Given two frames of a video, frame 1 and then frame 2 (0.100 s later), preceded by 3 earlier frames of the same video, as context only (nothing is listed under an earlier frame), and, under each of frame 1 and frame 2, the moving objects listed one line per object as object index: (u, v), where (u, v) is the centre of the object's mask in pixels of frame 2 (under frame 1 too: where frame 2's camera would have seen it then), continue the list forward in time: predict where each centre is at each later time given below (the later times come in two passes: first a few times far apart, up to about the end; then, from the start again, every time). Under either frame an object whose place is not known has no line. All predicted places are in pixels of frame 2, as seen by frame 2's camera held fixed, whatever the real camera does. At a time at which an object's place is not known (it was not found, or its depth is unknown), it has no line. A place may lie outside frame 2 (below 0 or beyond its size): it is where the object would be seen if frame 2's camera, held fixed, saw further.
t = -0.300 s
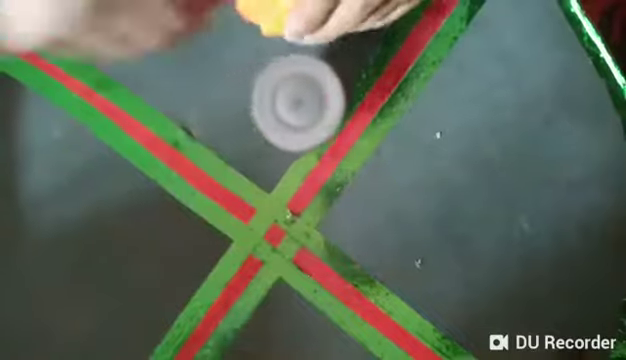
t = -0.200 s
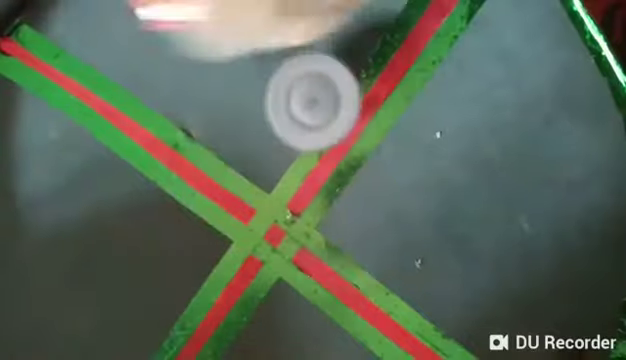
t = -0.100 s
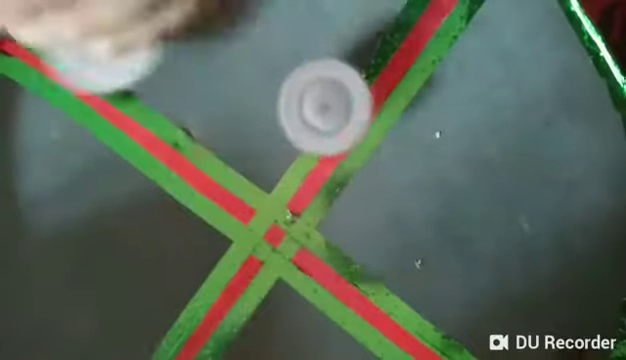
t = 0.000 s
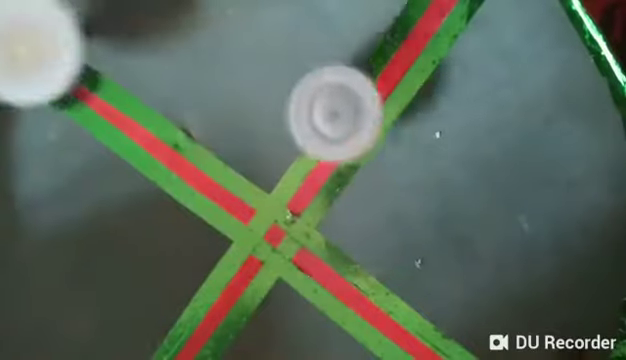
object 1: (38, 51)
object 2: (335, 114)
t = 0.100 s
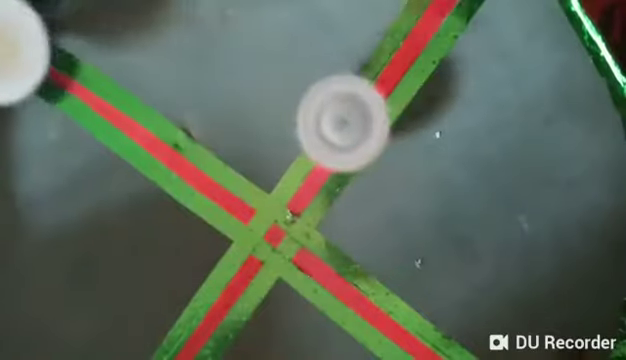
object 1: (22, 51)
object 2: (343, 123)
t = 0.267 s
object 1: (47, 60)
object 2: (353, 142)
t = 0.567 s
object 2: (342, 186)
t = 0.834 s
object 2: (310, 220)
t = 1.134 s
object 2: (266, 244)
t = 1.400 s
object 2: (231, 242)
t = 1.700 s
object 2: (188, 203)
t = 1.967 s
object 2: (184, 164)
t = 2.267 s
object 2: (207, 109)
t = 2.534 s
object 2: (243, 95)
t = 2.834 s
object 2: (259, 120)
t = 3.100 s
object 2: (283, 161)
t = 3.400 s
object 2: (301, 202)
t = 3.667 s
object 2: (300, 234)
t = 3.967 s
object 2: (291, 251)
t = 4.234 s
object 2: (273, 246)
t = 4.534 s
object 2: (302, 257)
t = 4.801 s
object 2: (319, 234)
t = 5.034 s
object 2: (314, 213)
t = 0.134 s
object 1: (25, 53)
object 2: (345, 126)
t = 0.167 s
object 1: (30, 54)
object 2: (348, 130)
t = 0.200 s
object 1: (35, 56)
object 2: (351, 134)
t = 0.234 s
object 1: (41, 58)
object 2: (352, 138)
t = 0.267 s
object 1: (47, 60)
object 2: (353, 142)
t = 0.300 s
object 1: (54, 64)
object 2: (354, 147)
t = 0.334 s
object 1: (61, 69)
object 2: (354, 152)
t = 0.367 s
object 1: (72, 77)
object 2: (353, 156)
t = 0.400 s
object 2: (352, 161)
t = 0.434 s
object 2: (351, 167)
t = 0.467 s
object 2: (349, 171)
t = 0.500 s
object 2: (347, 176)
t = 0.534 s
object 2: (345, 181)
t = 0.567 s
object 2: (342, 186)
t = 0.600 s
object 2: (339, 191)
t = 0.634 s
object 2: (336, 195)
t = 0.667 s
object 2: (332, 200)
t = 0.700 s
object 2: (328, 204)
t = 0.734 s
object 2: (324, 209)
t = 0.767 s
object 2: (319, 212)
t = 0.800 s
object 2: (315, 216)
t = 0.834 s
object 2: (310, 220)
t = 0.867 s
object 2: (305, 223)
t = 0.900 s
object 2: (301, 226)
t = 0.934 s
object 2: (296, 230)
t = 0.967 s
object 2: (290, 233)
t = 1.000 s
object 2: (285, 235)
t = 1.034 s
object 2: (280, 237)
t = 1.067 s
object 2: (276, 240)
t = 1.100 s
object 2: (271, 242)
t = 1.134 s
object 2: (266, 244)
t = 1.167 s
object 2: (263, 245)
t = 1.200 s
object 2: (258, 245)
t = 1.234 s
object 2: (253, 246)
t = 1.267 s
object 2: (248, 247)
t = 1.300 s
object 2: (244, 246)
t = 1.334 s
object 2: (240, 245)
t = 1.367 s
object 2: (235, 243)
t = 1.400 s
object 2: (231, 242)
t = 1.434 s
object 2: (226, 240)
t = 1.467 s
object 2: (219, 234)
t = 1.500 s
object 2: (212, 229)
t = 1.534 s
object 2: (208, 225)
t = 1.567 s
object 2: (203, 220)
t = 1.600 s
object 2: (198, 216)
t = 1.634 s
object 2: (194, 212)
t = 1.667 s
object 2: (191, 207)
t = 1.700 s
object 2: (188, 203)
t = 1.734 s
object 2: (186, 198)
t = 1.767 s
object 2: (184, 193)
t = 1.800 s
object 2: (182, 189)
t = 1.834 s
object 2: (181, 185)
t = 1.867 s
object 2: (180, 180)
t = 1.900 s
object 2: (181, 175)
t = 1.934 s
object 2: (183, 170)
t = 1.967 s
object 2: (184, 164)
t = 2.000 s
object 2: (187, 159)
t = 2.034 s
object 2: (190, 153)
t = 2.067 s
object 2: (194, 145)
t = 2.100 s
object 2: (197, 138)
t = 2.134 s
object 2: (200, 130)
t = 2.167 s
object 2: (201, 123)
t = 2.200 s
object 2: (203, 118)
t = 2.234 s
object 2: (205, 113)
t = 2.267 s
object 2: (207, 109)
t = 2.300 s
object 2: (210, 106)
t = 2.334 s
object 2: (214, 103)
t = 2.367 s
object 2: (217, 101)
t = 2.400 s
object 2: (222, 99)
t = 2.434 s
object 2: (227, 98)
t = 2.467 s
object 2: (232, 97)
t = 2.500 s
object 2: (237, 96)
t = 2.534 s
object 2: (243, 95)
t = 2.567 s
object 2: (249, 95)
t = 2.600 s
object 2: (255, 96)
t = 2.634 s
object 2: (254, 98)
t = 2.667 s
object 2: (251, 101)
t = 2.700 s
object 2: (251, 105)
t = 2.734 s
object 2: (252, 109)
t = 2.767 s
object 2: (254, 113)
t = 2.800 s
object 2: (256, 117)
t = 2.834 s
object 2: (259, 120)
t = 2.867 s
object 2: (263, 125)
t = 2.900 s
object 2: (266, 129)
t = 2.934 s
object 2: (268, 134)
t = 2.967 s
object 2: (272, 139)
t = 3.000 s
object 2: (275, 145)
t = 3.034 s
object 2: (277, 150)
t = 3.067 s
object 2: (280, 155)
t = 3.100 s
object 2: (283, 161)
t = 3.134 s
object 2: (286, 165)
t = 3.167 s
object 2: (288, 170)
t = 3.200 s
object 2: (290, 175)
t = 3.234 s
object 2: (293, 180)
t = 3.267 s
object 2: (295, 184)
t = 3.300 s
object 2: (297, 188)
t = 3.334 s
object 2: (298, 192)
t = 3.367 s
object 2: (300, 197)
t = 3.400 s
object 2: (301, 202)
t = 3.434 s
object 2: (301, 206)
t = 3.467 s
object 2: (302, 211)
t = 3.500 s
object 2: (302, 215)
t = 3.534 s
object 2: (302, 220)
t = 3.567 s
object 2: (302, 223)
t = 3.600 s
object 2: (301, 227)
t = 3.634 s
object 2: (300, 230)
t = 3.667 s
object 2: (300, 234)
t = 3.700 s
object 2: (298, 237)
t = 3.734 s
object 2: (298, 241)
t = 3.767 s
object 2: (296, 244)
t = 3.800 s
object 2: (296, 247)
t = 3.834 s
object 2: (296, 248)
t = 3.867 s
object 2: (296, 249)
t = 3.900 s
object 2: (296, 250)
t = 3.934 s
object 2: (293, 251)
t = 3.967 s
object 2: (291, 251)
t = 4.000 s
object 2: (288, 251)
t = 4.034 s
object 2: (286, 251)
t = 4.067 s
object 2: (284, 250)
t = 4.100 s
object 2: (282, 249)
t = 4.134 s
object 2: (280, 248)
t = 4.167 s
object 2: (278, 247)
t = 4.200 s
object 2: (276, 246)
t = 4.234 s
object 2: (273, 246)
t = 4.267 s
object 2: (271, 244)
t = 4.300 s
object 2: (270, 241)
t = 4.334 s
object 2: (269, 239)
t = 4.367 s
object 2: (276, 247)
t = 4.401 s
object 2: (284, 253)
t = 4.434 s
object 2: (290, 256)
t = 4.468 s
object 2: (295, 257)
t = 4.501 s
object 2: (299, 258)
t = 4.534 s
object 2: (302, 257)
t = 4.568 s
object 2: (306, 255)
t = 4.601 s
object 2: (308, 253)
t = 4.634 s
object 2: (311, 250)
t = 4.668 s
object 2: (313, 247)
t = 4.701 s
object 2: (315, 244)
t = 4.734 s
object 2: (317, 240)
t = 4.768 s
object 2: (318, 237)
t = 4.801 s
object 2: (319, 234)
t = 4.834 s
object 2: (319, 231)
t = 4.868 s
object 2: (319, 227)
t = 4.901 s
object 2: (319, 225)
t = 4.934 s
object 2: (318, 222)
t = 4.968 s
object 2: (317, 219)
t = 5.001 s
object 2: (316, 216)
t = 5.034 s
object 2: (314, 213)
